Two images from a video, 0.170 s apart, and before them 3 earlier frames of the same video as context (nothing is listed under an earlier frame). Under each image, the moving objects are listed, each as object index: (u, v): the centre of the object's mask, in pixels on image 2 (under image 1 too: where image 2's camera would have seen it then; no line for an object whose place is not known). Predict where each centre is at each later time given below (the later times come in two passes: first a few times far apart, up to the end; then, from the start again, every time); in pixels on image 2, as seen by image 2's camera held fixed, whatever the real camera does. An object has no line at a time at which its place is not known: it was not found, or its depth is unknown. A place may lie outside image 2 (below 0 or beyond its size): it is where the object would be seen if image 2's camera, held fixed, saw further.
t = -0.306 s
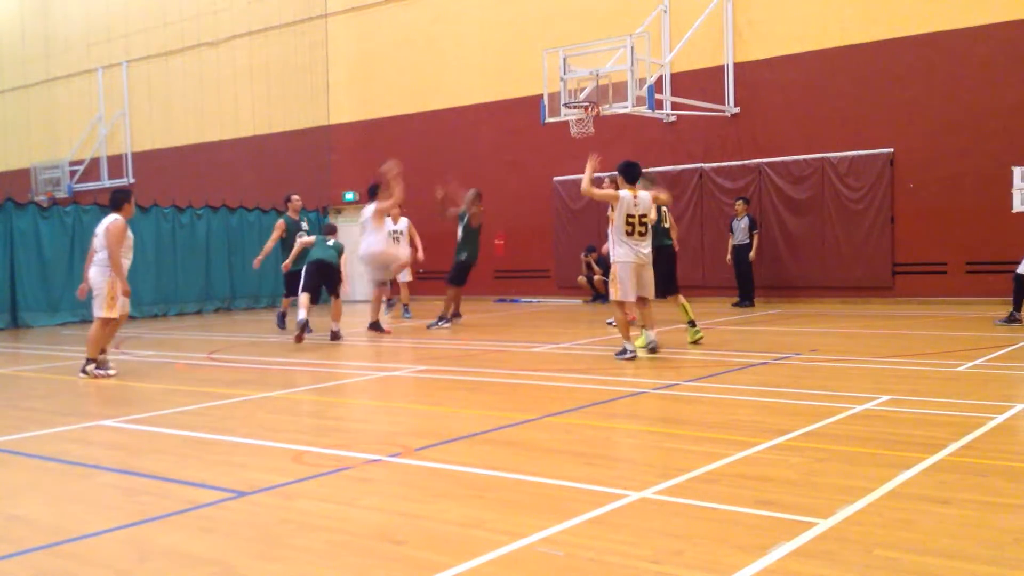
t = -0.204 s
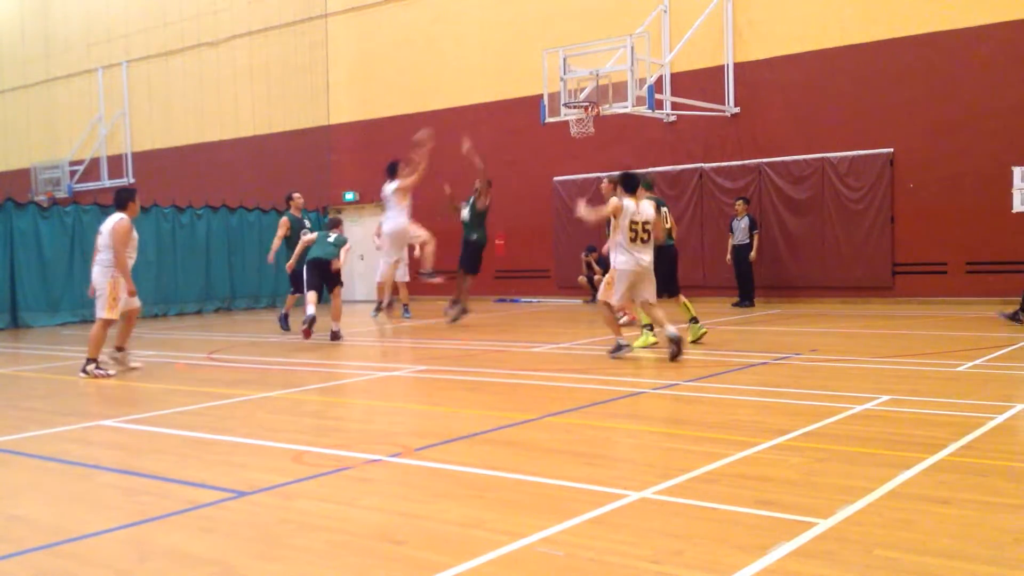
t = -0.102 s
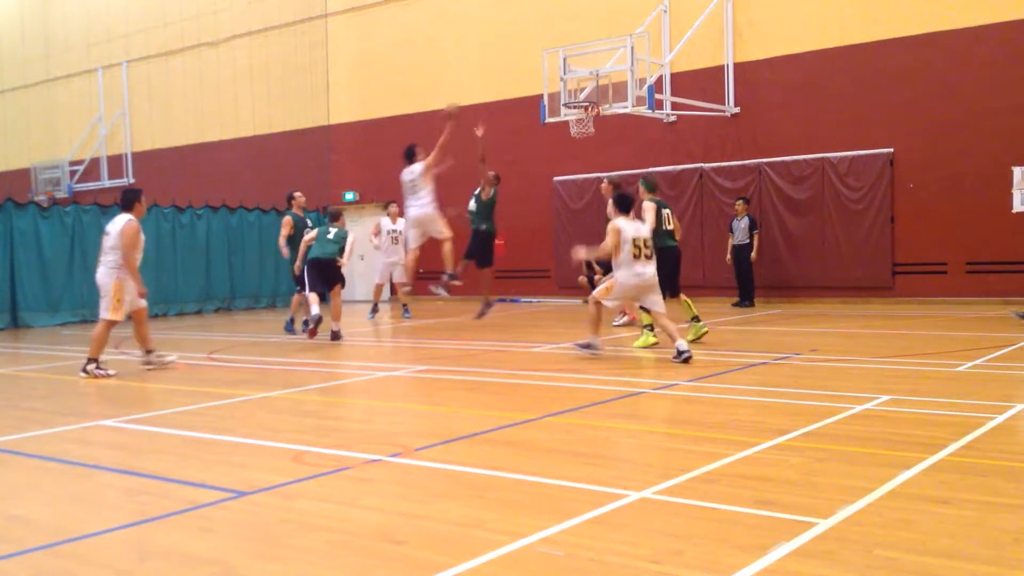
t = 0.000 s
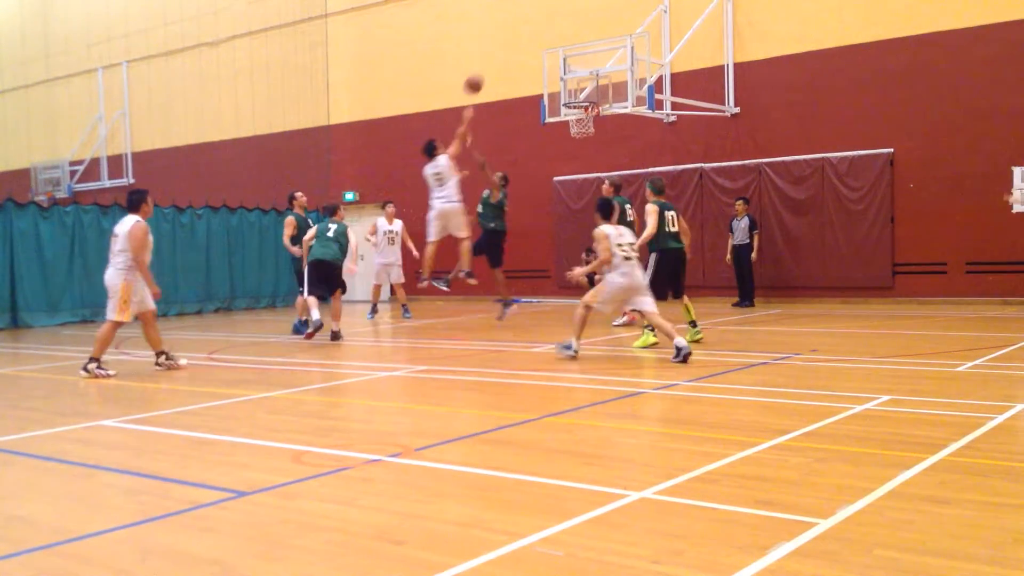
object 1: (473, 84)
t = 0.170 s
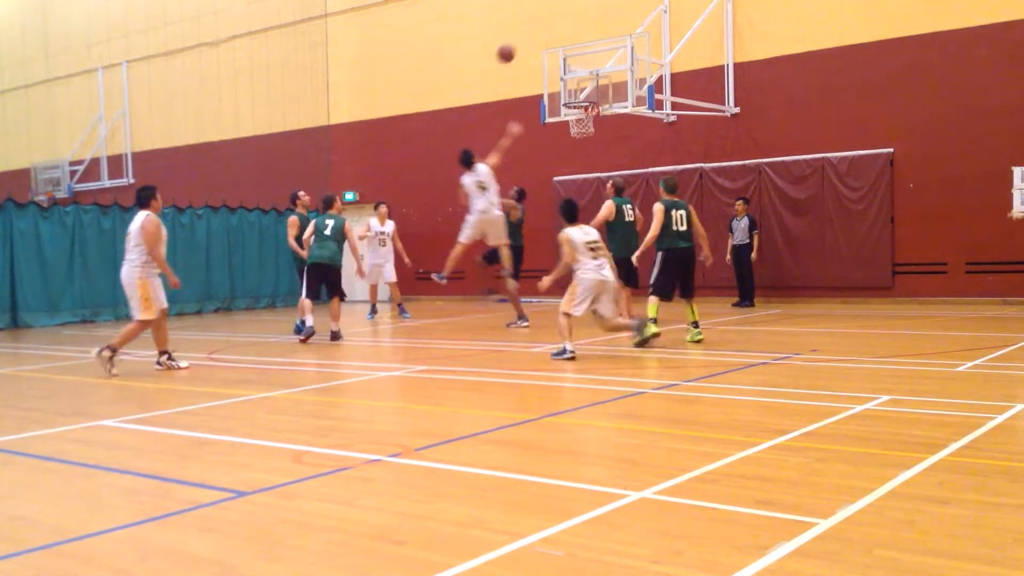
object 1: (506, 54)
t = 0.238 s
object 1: (518, 48)
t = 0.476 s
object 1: (560, 53)
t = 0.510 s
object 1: (566, 57)
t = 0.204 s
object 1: (512, 50)
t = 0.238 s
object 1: (518, 48)
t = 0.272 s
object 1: (524, 46)
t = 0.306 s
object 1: (530, 45)
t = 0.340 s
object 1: (536, 45)
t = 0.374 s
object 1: (542, 46)
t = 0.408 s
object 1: (548, 48)
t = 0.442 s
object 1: (554, 50)
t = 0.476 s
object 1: (560, 53)
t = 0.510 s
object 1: (566, 57)
